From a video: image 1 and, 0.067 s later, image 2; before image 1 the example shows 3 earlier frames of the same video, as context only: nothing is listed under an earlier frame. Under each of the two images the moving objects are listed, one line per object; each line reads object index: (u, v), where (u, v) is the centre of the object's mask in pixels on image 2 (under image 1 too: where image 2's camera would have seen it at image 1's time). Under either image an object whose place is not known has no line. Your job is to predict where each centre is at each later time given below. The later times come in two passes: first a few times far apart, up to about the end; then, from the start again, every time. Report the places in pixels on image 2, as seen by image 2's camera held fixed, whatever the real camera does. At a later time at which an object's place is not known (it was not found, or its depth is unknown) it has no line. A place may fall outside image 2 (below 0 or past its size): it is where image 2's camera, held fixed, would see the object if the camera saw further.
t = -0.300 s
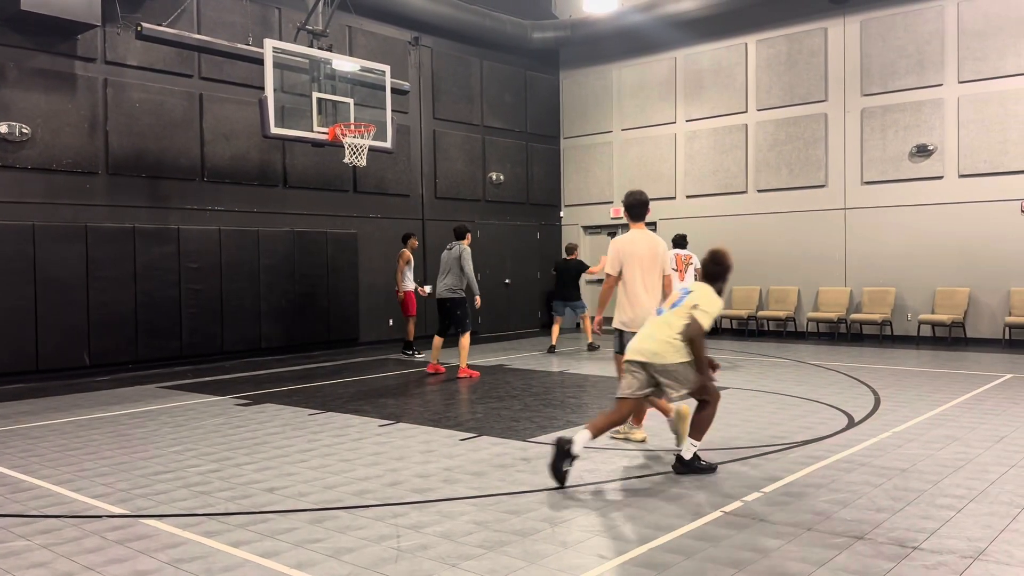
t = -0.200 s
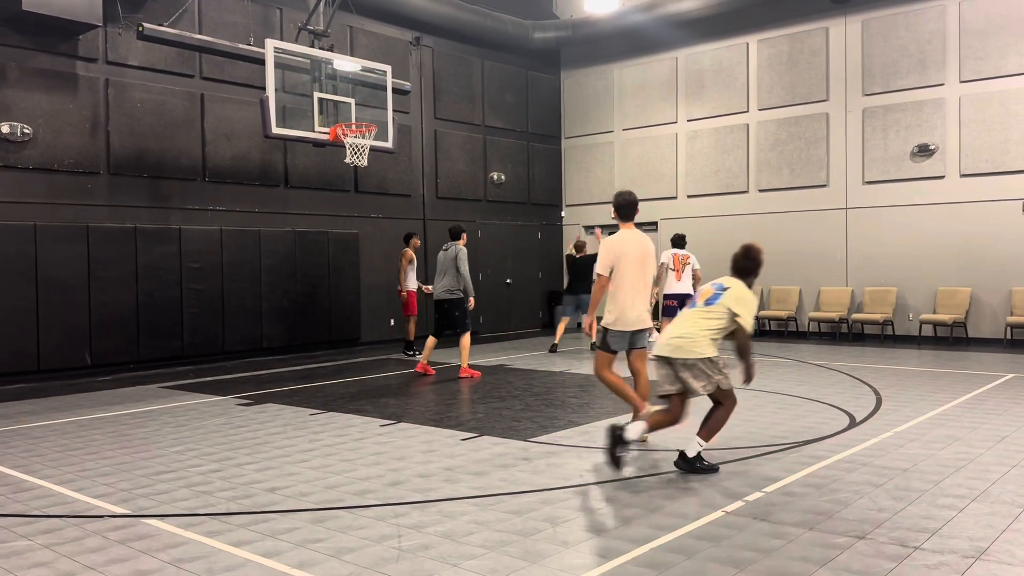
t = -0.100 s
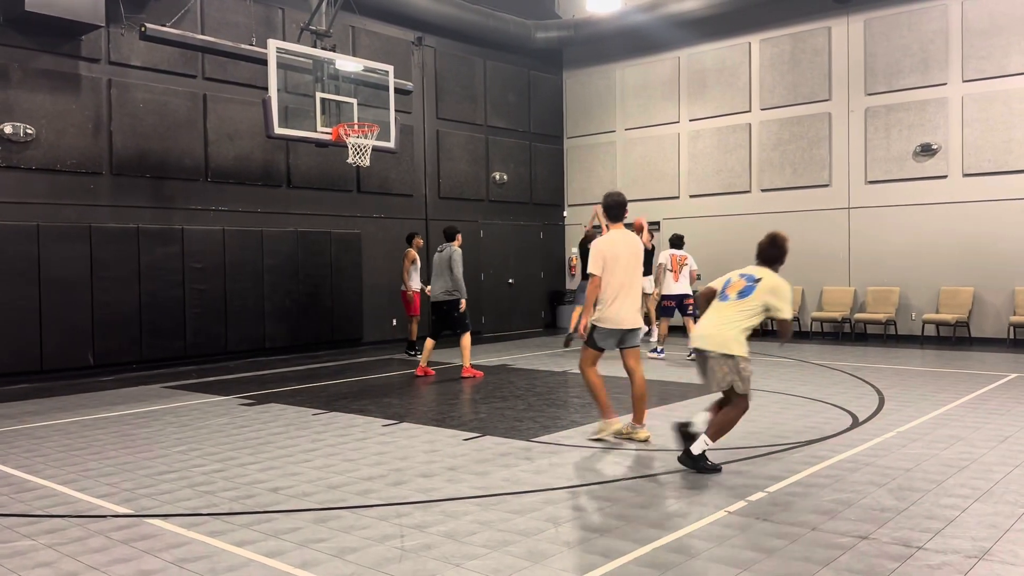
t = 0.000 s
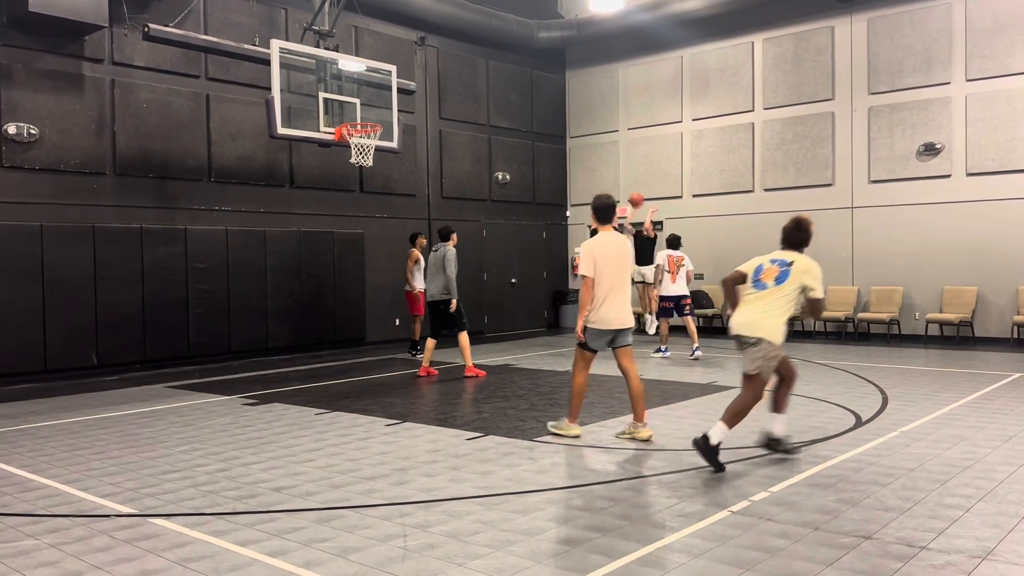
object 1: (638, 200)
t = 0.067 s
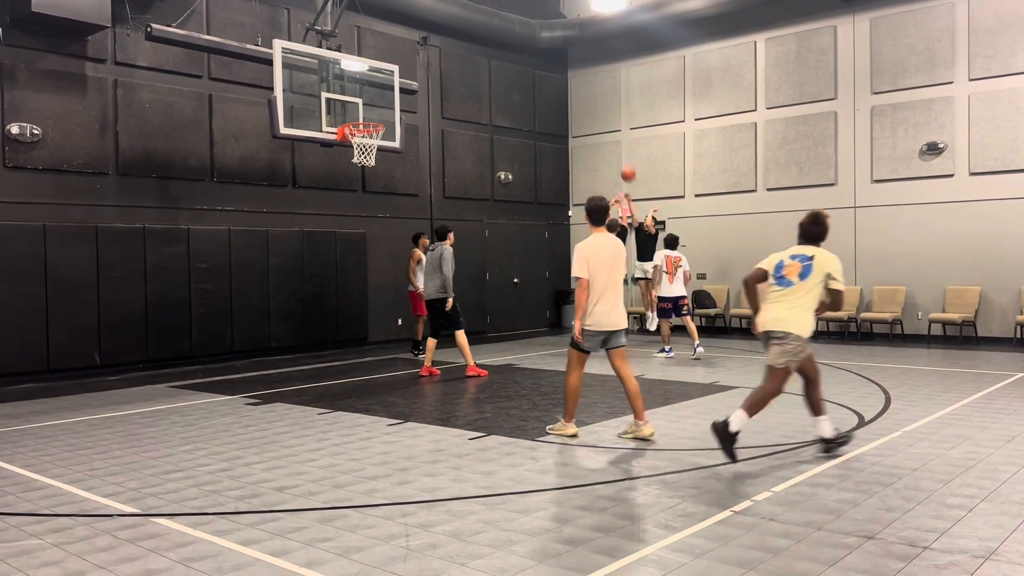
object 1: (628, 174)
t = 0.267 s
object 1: (592, 107)
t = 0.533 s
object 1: (540, 48)
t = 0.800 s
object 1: (481, 32)
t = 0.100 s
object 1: (622, 162)
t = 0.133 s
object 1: (616, 151)
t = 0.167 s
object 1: (610, 138)
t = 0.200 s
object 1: (604, 127)
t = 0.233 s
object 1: (598, 117)
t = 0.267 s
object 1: (592, 107)
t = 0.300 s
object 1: (586, 97)
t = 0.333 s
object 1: (580, 88)
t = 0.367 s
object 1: (573, 80)
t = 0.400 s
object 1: (566, 72)
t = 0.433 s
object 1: (560, 65)
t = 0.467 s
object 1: (553, 59)
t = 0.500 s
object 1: (547, 53)
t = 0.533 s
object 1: (540, 48)
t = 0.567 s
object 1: (533, 44)
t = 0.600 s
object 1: (526, 40)
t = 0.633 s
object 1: (519, 37)
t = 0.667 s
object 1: (512, 34)
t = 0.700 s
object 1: (505, 33)
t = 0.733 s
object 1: (497, 32)
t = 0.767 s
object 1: (489, 31)
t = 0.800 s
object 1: (481, 32)
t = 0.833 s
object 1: (473, 33)
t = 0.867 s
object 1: (465, 35)
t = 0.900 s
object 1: (457, 38)
